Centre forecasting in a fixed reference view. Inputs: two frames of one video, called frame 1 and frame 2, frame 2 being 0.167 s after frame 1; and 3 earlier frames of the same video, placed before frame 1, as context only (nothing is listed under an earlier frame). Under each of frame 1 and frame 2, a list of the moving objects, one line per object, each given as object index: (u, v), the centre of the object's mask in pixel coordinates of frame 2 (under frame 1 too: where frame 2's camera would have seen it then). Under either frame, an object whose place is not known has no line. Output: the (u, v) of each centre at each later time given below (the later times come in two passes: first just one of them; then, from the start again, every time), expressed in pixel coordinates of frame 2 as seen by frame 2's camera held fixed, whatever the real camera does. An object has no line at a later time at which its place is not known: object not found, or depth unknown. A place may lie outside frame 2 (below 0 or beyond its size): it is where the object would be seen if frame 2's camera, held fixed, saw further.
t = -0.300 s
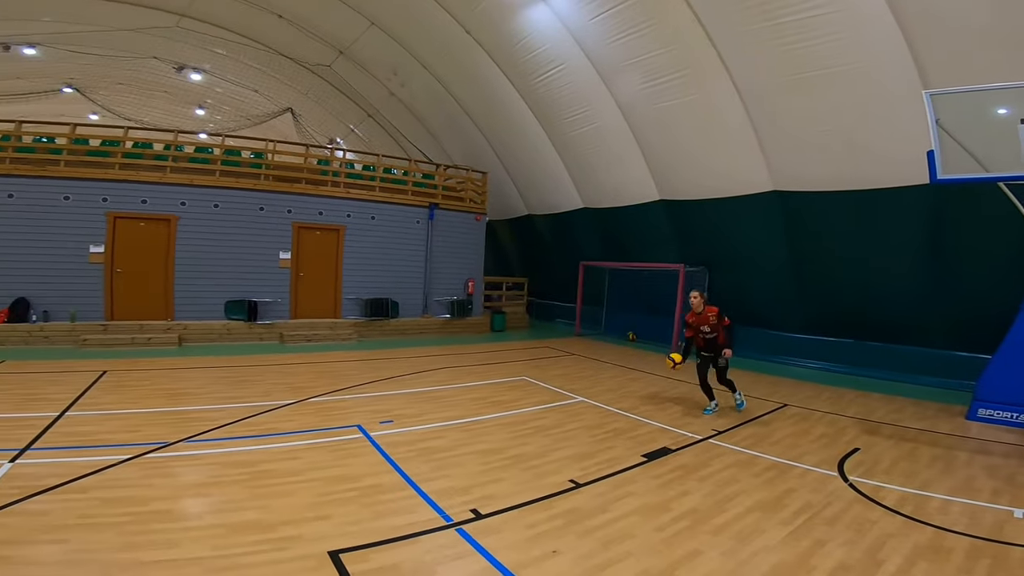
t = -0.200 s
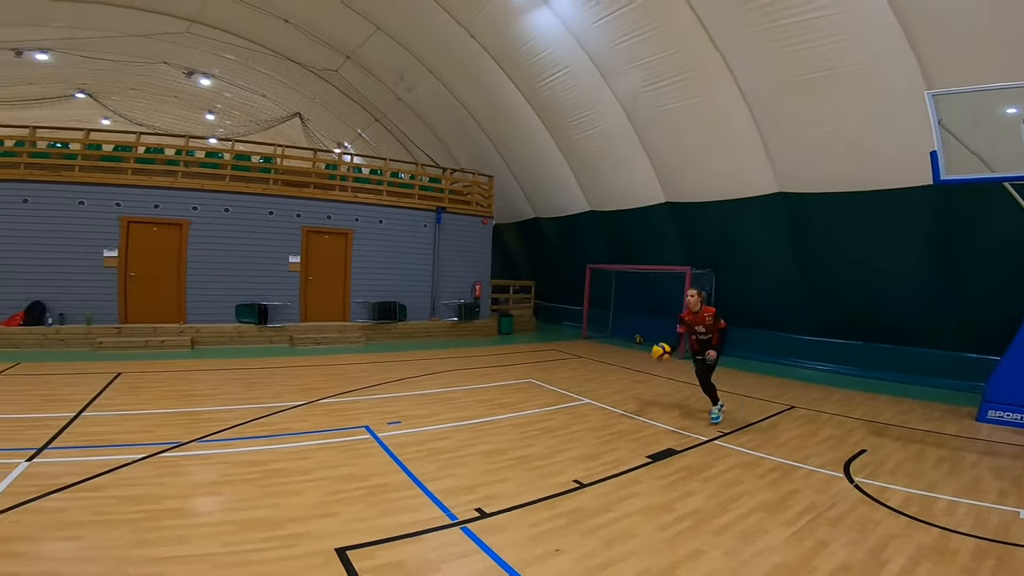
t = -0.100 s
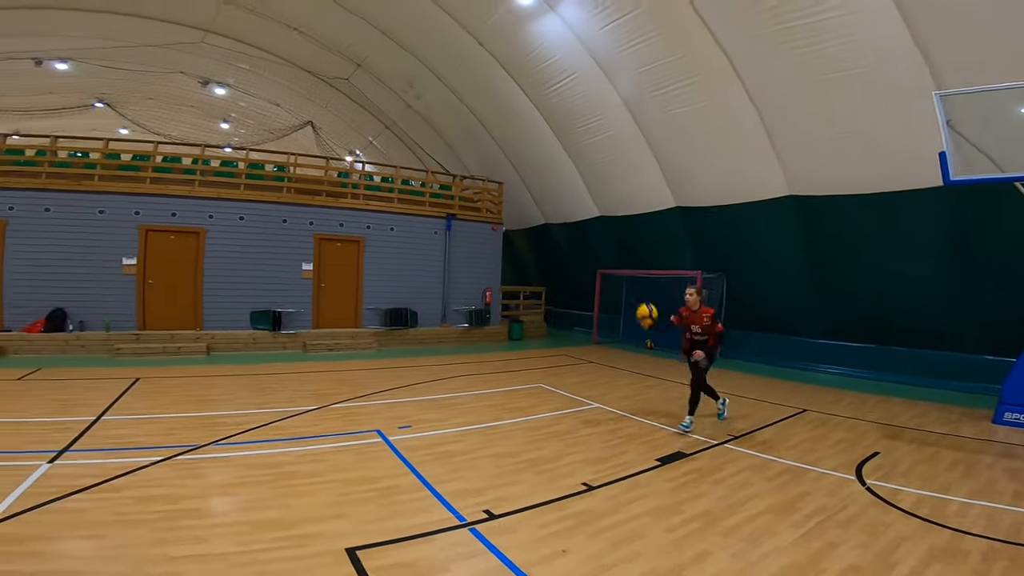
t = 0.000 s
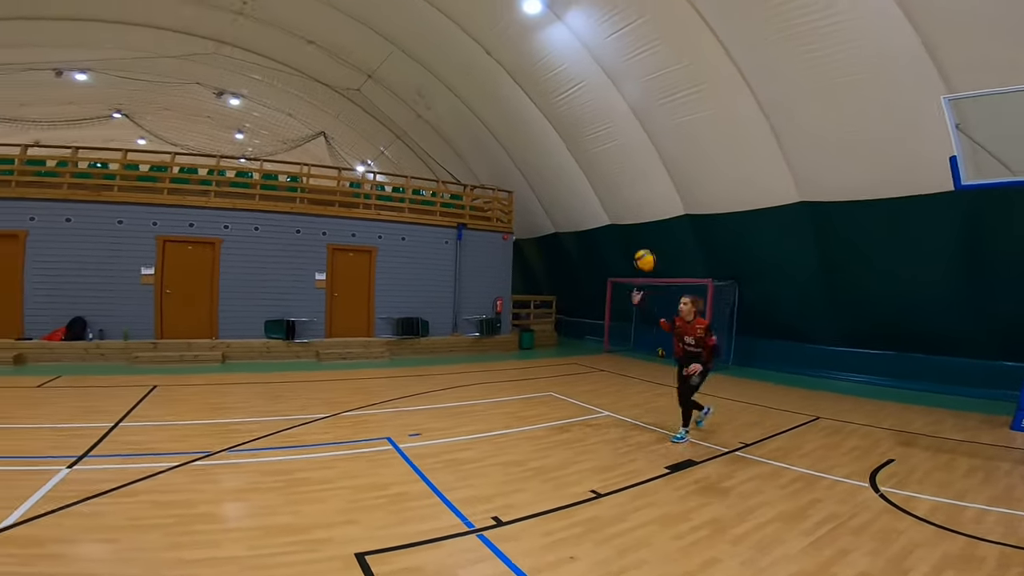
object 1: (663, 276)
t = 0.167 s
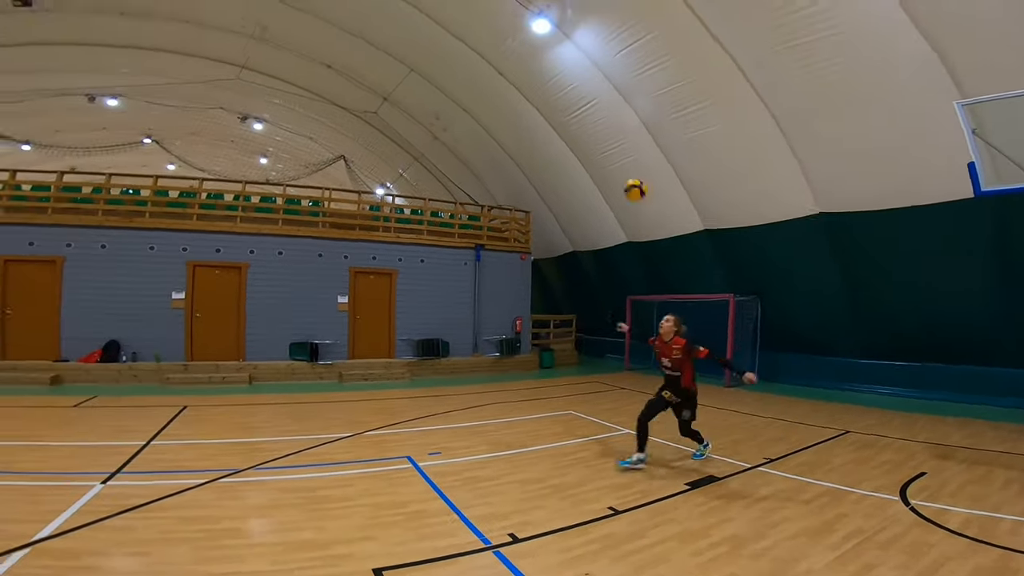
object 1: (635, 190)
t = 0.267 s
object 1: (617, 150)
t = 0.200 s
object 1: (629, 175)
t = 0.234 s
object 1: (623, 162)
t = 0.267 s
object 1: (617, 150)
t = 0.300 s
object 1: (610, 138)
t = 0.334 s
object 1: (603, 127)
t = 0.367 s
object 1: (596, 118)
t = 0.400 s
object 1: (589, 109)
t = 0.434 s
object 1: (582, 102)
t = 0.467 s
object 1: (576, 95)
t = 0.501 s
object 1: (569, 90)
